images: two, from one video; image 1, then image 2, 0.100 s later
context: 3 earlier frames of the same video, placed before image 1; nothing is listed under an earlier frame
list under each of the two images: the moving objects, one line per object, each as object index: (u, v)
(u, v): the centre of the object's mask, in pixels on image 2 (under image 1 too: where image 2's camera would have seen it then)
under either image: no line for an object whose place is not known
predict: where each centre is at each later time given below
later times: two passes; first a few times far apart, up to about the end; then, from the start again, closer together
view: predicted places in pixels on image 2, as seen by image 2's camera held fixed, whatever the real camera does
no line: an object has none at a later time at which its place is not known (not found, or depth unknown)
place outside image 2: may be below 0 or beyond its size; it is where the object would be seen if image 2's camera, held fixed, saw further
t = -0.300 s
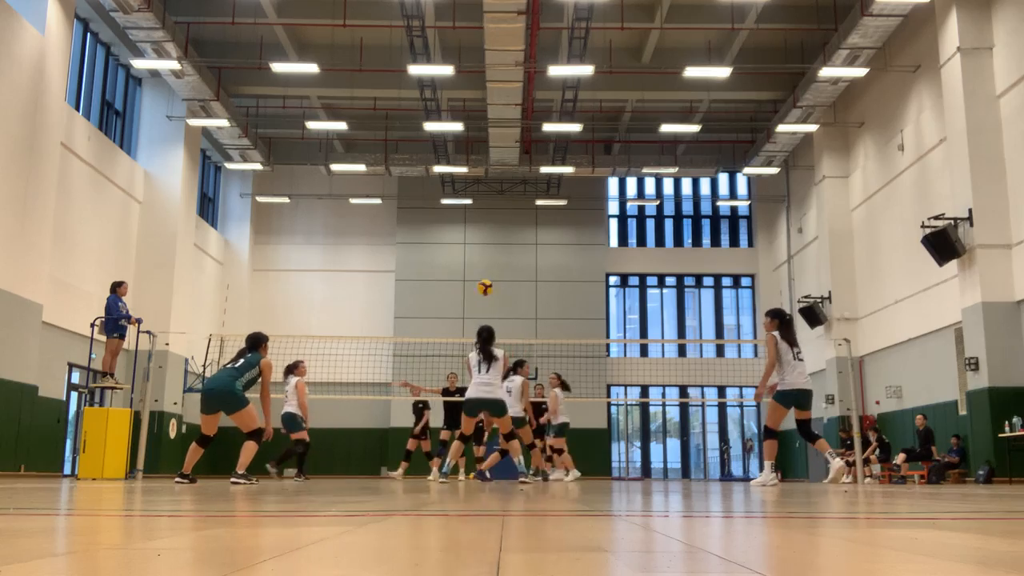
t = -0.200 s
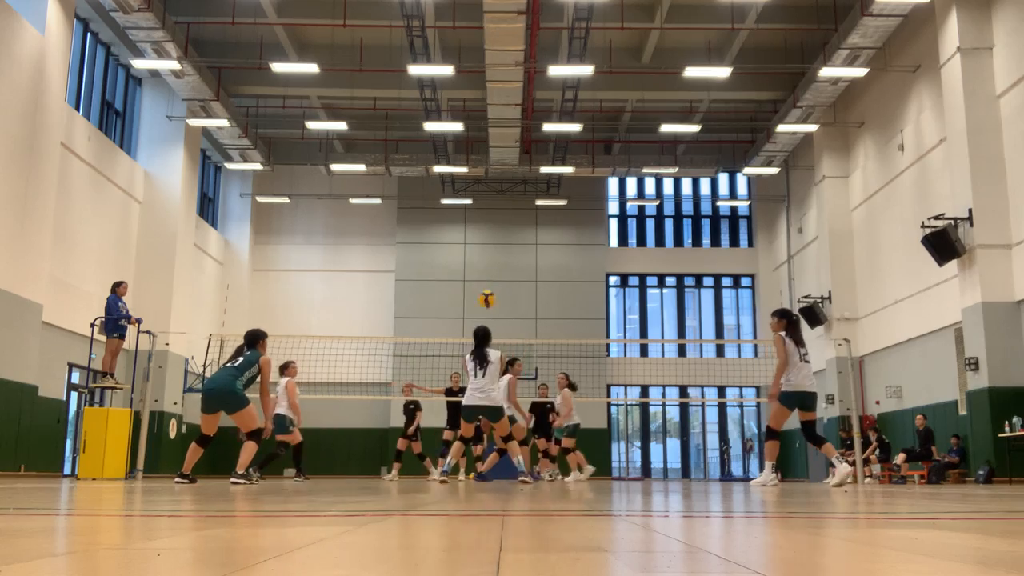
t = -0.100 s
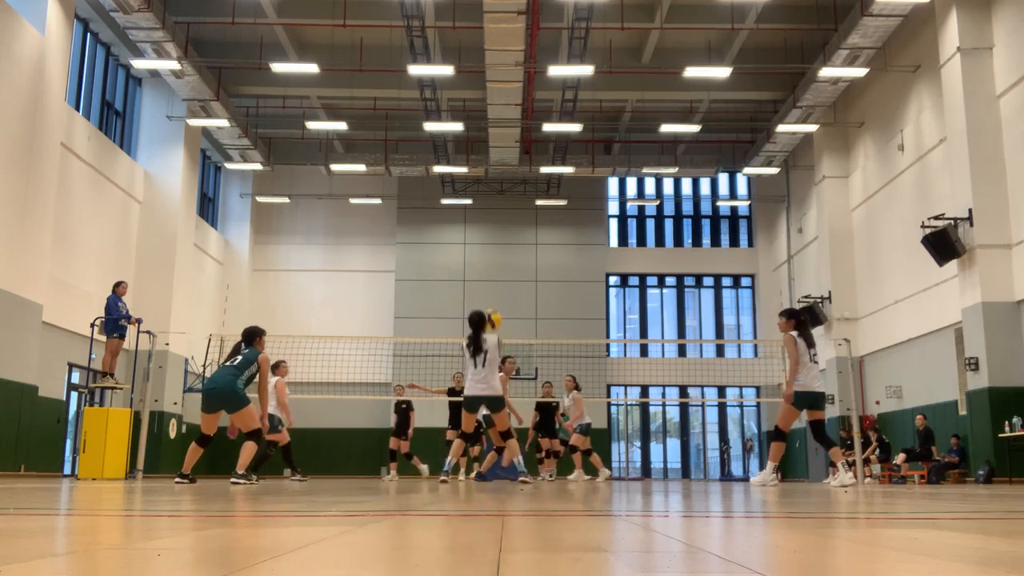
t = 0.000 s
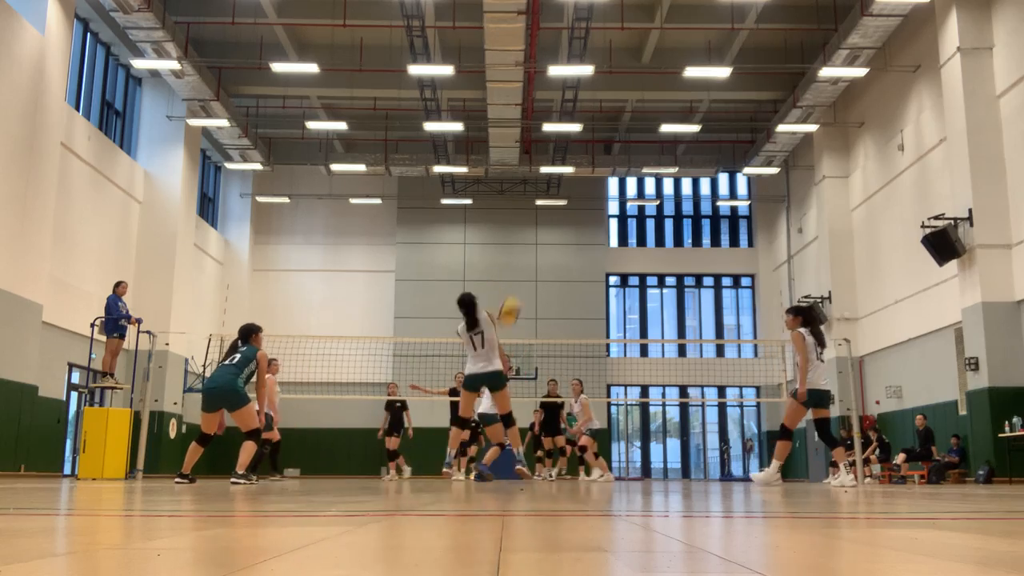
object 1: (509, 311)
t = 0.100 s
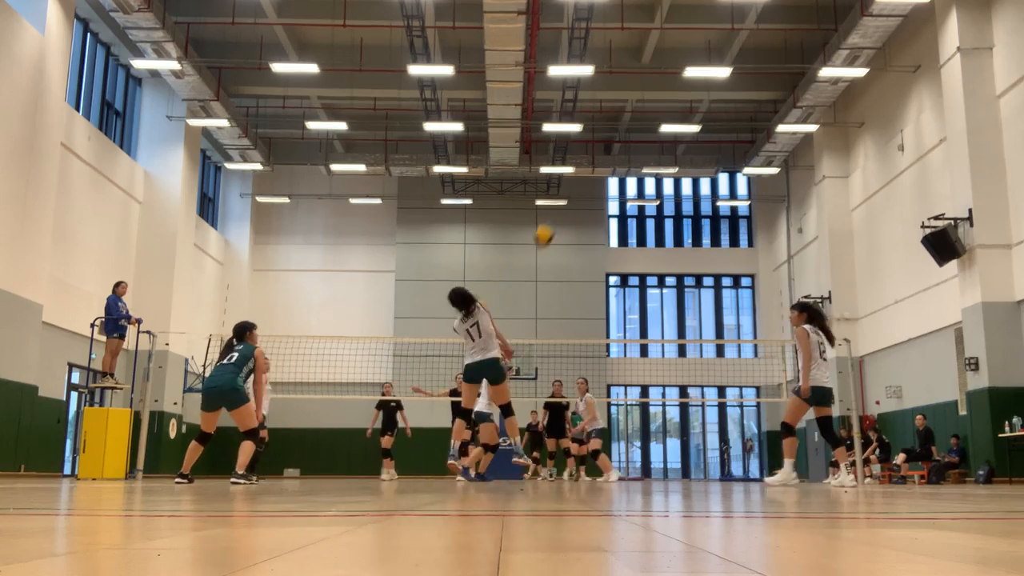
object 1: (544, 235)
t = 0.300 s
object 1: (611, 120)
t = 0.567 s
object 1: (698, 32)
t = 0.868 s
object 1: (795, 11)
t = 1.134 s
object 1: (881, 59)
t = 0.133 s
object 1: (554, 214)
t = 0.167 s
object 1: (567, 191)
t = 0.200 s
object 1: (577, 173)
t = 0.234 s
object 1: (589, 154)
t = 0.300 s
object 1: (611, 120)
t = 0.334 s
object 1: (621, 106)
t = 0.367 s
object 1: (633, 91)
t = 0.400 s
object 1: (644, 78)
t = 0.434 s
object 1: (654, 67)
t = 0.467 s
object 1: (665, 56)
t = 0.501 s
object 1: (676, 47)
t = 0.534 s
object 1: (687, 39)
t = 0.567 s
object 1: (698, 32)
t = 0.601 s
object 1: (709, 25)
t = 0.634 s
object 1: (719, 20)
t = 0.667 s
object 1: (730, 15)
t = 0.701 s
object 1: (740, 13)
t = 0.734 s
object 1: (752, 11)
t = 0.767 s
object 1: (763, 10)
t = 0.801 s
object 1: (773, 10)
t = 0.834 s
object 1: (784, 9)
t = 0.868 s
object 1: (795, 11)
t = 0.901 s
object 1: (806, 14)
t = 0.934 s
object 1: (816, 17)
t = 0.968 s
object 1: (827, 22)
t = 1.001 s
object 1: (838, 27)
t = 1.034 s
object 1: (848, 34)
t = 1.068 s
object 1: (859, 41)
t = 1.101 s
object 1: (872, 50)
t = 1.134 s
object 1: (881, 59)
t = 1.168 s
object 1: (893, 69)
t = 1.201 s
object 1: (904, 81)
